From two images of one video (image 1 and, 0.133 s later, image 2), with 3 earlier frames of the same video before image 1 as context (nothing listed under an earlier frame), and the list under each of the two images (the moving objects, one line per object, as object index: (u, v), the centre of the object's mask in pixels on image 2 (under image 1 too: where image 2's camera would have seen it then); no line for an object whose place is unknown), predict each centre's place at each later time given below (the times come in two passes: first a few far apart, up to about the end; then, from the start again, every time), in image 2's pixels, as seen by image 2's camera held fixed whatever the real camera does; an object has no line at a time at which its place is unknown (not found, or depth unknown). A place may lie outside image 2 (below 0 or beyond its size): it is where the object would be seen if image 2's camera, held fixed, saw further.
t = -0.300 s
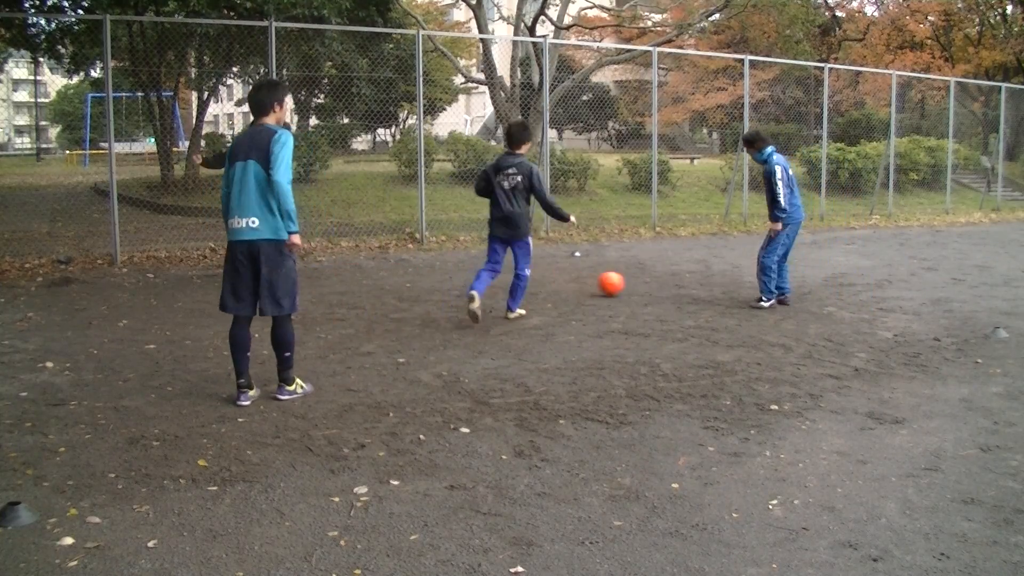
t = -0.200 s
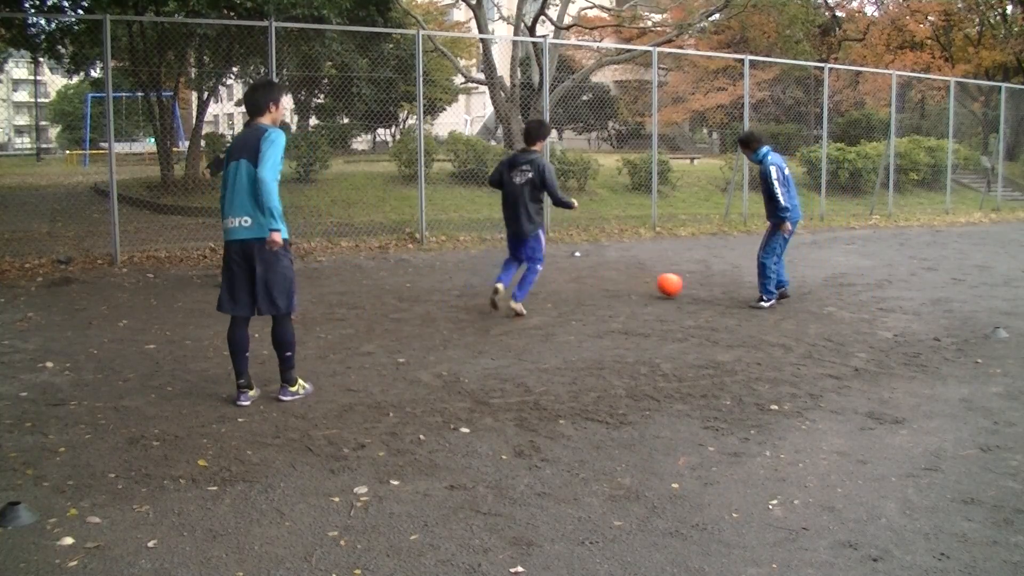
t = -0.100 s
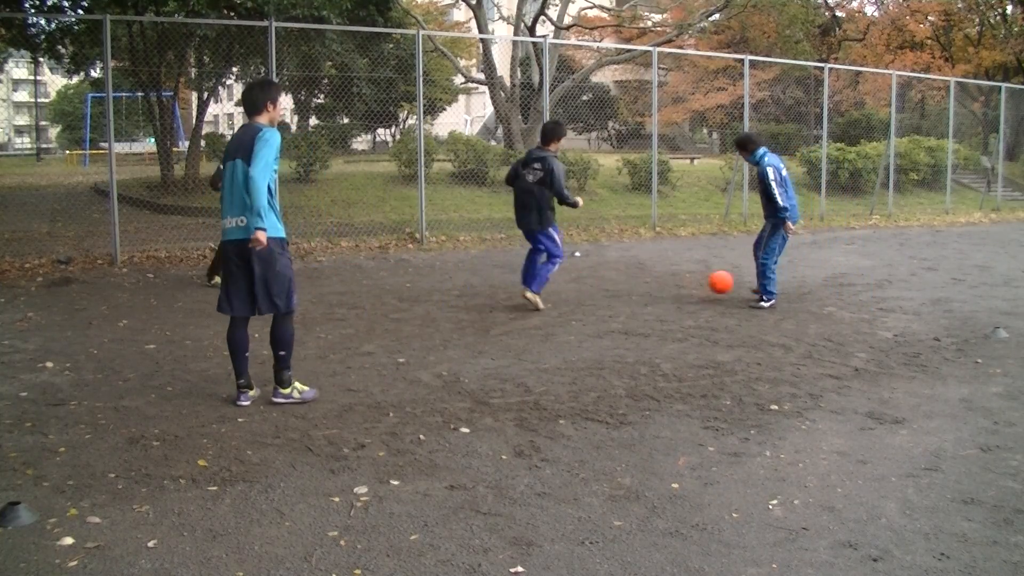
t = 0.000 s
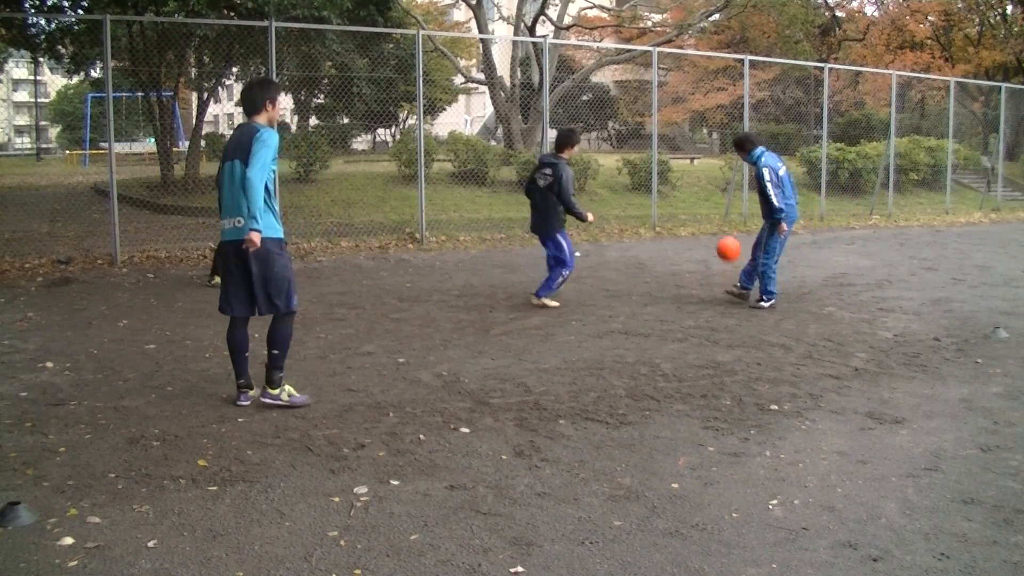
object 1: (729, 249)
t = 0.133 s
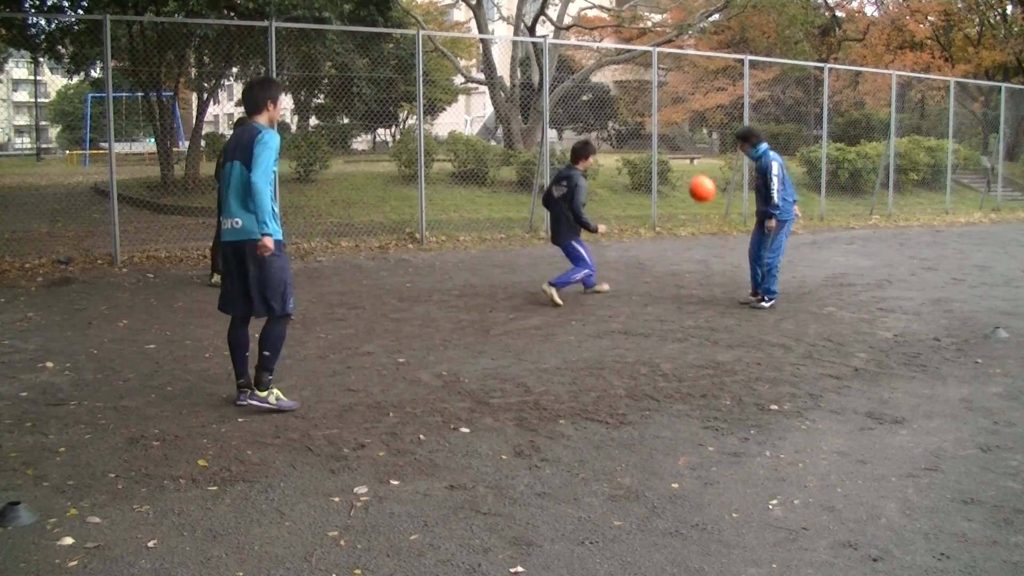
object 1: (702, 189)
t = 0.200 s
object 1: (688, 165)
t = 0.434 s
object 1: (632, 113)
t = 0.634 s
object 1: (576, 118)
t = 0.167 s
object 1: (695, 176)
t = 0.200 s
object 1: (688, 165)
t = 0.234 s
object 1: (680, 154)
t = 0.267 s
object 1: (672, 144)
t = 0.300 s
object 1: (665, 136)
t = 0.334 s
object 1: (657, 128)
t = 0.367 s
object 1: (648, 122)
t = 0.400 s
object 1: (640, 117)
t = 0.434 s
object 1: (632, 113)
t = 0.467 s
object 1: (623, 110)
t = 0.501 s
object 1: (614, 108)
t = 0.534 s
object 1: (605, 108)
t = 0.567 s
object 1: (595, 110)
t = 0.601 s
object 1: (586, 113)
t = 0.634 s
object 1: (576, 118)
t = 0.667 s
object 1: (565, 124)
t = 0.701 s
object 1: (555, 132)
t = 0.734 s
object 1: (543, 142)
